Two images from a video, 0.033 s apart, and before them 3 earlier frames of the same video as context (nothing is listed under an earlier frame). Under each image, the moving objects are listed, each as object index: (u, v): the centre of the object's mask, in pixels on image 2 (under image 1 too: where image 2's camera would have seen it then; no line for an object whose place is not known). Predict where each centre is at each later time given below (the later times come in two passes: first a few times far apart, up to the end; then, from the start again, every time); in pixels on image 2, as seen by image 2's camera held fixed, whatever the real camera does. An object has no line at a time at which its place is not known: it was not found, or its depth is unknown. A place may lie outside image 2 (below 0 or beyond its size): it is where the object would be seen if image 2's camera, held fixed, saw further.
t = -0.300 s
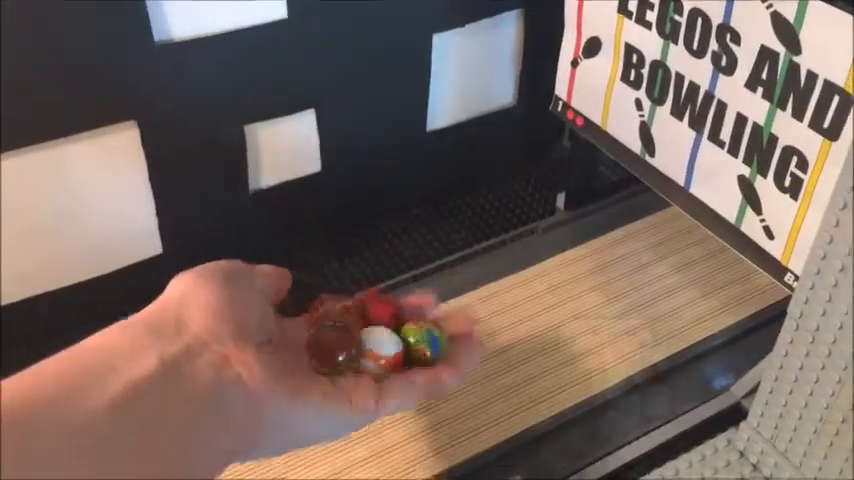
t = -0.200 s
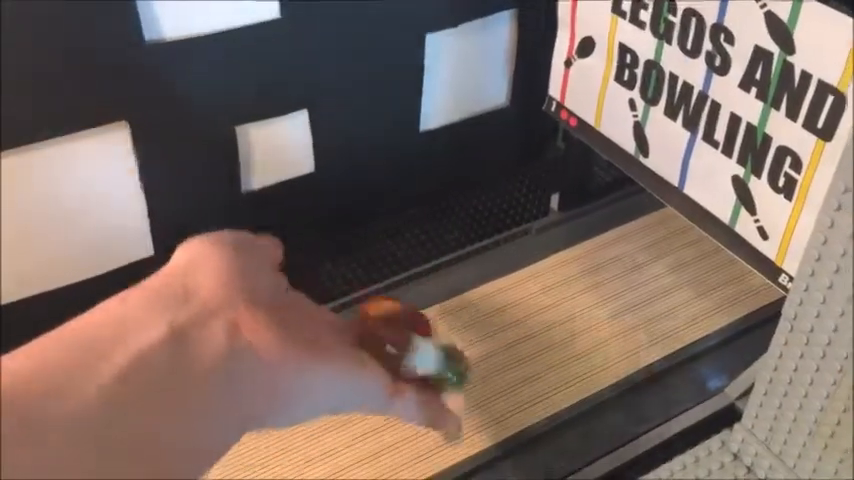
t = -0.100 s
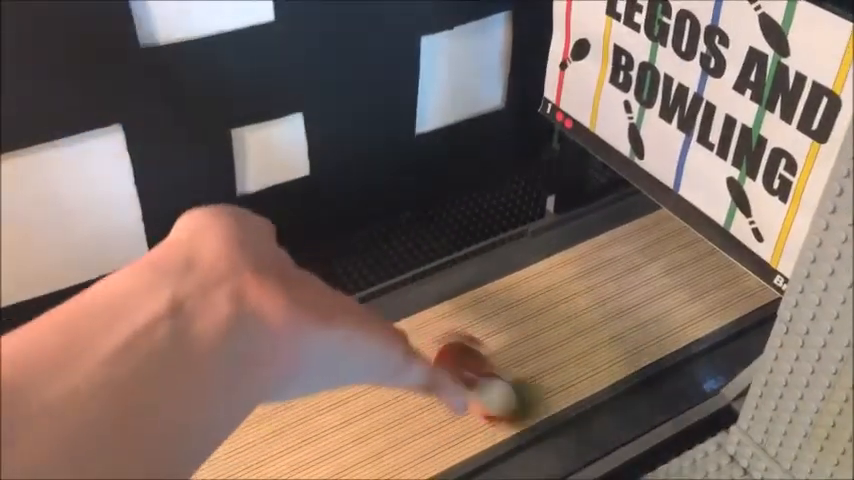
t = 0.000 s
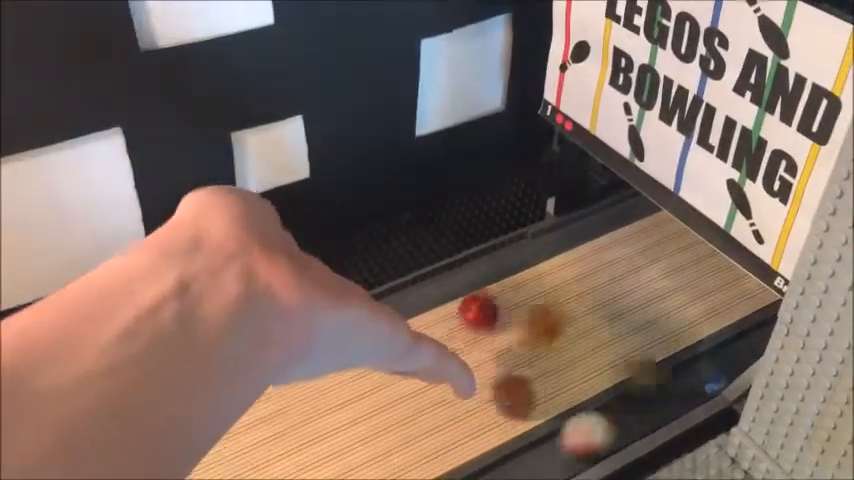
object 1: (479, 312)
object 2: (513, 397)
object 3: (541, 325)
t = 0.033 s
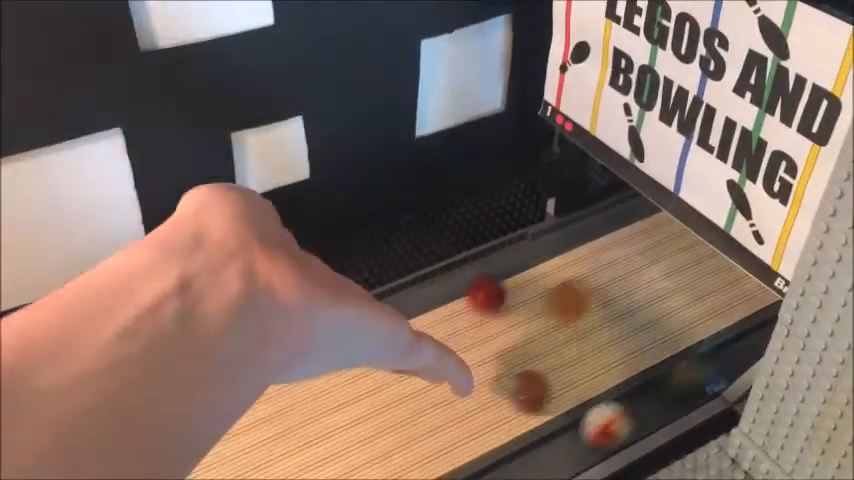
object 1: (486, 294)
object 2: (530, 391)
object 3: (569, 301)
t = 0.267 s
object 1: (553, 235)
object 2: (641, 342)
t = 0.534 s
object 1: (630, 204)
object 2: (746, 290)
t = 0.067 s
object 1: (493, 277)
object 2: (545, 384)
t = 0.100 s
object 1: (499, 263)
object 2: (561, 377)
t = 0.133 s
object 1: (508, 250)
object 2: (578, 369)
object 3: (642, 239)
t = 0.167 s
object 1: (516, 241)
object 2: (596, 361)
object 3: (656, 221)
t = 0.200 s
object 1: (532, 238)
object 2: (613, 355)
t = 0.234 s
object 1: (544, 236)
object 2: (626, 348)
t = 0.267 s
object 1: (553, 235)
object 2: (641, 342)
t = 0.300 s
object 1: (563, 229)
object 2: (656, 336)
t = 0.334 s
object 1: (573, 224)
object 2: (671, 330)
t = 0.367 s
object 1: (582, 220)
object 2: (687, 321)
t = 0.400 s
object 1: (593, 217)
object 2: (708, 314)
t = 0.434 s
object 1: (603, 214)
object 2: (722, 307)
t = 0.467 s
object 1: (613, 209)
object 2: (725, 301)
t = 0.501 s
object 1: (620, 207)
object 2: (738, 293)
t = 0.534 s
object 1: (630, 204)
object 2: (746, 290)
